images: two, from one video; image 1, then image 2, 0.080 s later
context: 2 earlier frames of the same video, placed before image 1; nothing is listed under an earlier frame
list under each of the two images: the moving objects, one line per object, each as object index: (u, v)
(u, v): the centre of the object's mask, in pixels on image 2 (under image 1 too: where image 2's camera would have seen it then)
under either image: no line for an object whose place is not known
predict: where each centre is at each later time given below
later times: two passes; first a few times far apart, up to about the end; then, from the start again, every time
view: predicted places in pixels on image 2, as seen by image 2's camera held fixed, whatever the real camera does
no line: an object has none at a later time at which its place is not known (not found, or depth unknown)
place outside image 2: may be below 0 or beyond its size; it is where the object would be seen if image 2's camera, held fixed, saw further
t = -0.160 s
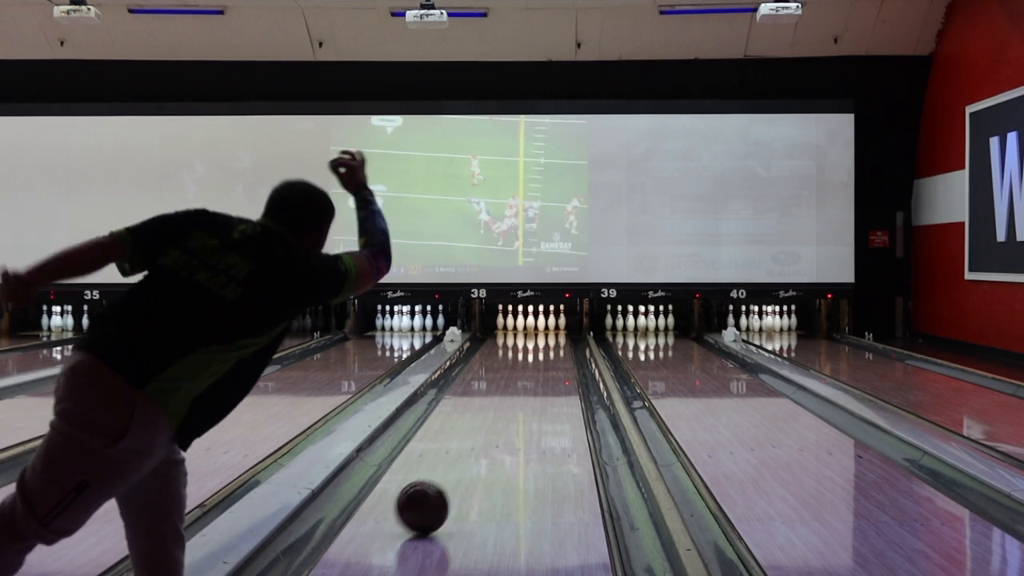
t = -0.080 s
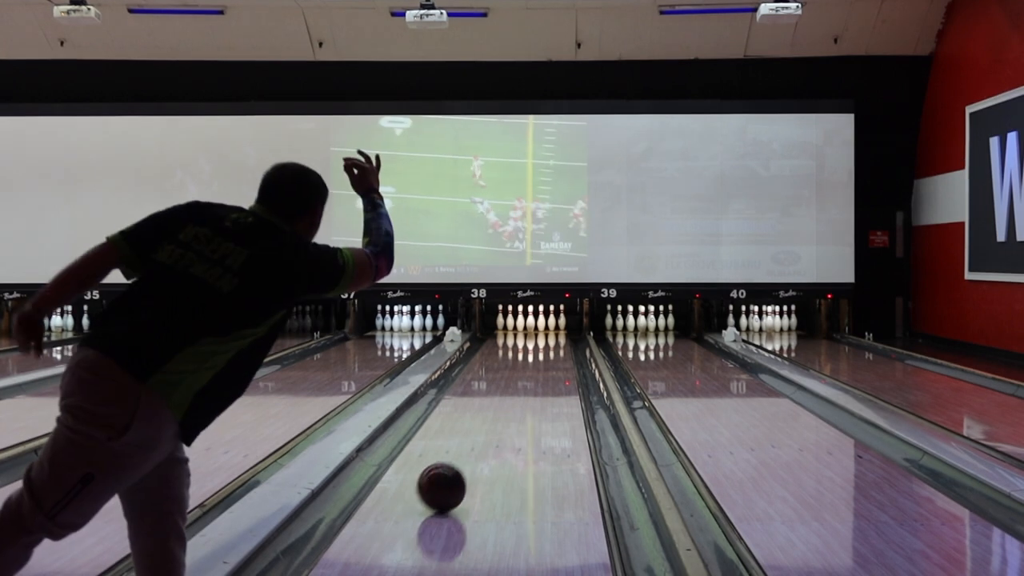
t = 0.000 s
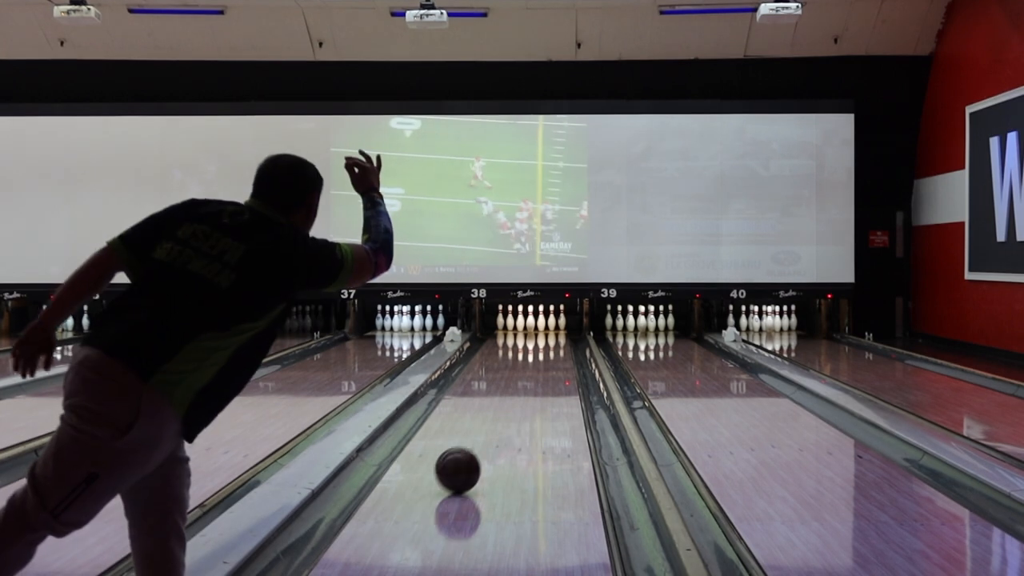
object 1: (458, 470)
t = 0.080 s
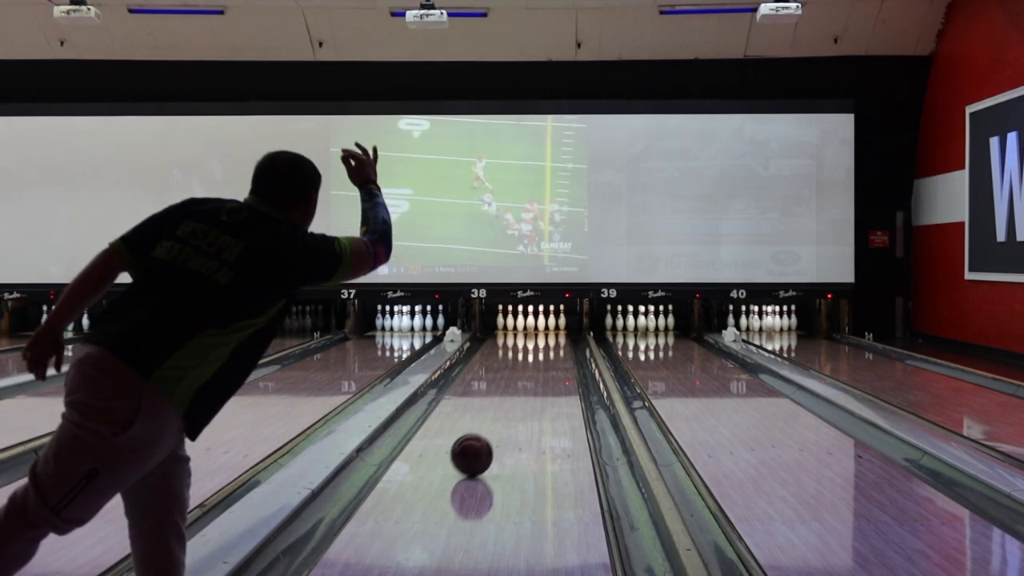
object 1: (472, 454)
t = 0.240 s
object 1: (494, 430)
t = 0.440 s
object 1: (514, 408)
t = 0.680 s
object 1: (531, 388)
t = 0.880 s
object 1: (541, 375)
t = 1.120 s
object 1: (550, 361)
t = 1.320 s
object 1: (553, 353)
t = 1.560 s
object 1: (553, 345)
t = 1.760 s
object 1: (549, 339)
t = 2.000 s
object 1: (539, 332)
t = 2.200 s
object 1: (532, 329)
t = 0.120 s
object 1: (478, 448)
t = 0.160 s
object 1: (483, 441)
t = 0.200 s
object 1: (489, 435)
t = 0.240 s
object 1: (494, 430)
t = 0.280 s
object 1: (498, 425)
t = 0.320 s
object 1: (503, 421)
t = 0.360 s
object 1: (507, 416)
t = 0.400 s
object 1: (510, 412)
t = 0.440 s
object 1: (514, 408)
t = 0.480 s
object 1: (517, 404)
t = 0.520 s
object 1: (521, 401)
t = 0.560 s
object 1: (524, 397)
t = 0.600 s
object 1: (526, 394)
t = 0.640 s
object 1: (529, 391)
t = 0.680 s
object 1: (531, 388)
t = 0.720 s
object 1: (534, 385)
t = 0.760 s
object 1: (536, 383)
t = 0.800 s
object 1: (538, 380)
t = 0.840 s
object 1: (540, 377)
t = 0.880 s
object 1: (541, 375)
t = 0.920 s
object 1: (543, 372)
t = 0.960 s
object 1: (545, 370)
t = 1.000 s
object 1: (546, 367)
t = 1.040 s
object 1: (547, 365)
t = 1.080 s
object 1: (549, 363)
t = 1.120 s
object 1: (550, 361)
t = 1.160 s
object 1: (551, 360)
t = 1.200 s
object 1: (551, 358)
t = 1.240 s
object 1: (552, 356)
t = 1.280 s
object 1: (553, 354)
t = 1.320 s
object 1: (553, 353)
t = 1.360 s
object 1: (553, 351)
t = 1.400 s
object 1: (553, 350)
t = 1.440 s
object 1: (554, 349)
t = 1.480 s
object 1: (553, 347)
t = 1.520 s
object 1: (553, 346)
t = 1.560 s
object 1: (553, 345)
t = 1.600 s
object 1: (552, 343)
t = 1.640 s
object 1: (551, 342)
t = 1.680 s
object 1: (550, 341)
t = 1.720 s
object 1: (550, 340)
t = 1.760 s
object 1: (549, 339)
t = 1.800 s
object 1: (548, 338)
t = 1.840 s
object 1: (546, 336)
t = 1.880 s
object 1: (544, 335)
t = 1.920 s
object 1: (543, 334)
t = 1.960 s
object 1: (541, 333)
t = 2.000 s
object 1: (539, 332)
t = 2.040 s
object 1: (537, 332)
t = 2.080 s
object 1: (536, 331)
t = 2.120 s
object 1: (534, 330)
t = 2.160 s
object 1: (533, 329)
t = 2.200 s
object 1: (532, 329)
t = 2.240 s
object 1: (530, 328)
